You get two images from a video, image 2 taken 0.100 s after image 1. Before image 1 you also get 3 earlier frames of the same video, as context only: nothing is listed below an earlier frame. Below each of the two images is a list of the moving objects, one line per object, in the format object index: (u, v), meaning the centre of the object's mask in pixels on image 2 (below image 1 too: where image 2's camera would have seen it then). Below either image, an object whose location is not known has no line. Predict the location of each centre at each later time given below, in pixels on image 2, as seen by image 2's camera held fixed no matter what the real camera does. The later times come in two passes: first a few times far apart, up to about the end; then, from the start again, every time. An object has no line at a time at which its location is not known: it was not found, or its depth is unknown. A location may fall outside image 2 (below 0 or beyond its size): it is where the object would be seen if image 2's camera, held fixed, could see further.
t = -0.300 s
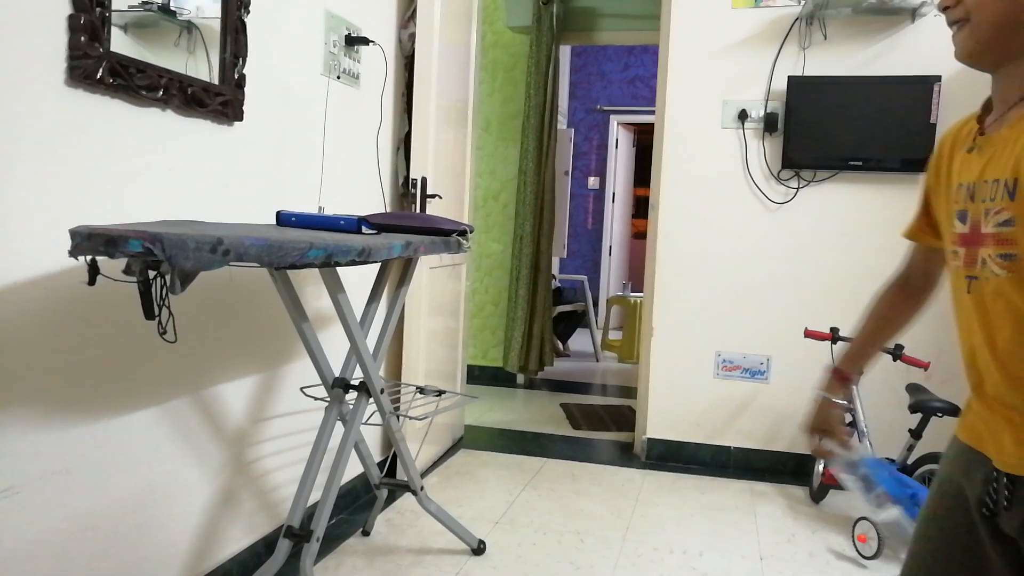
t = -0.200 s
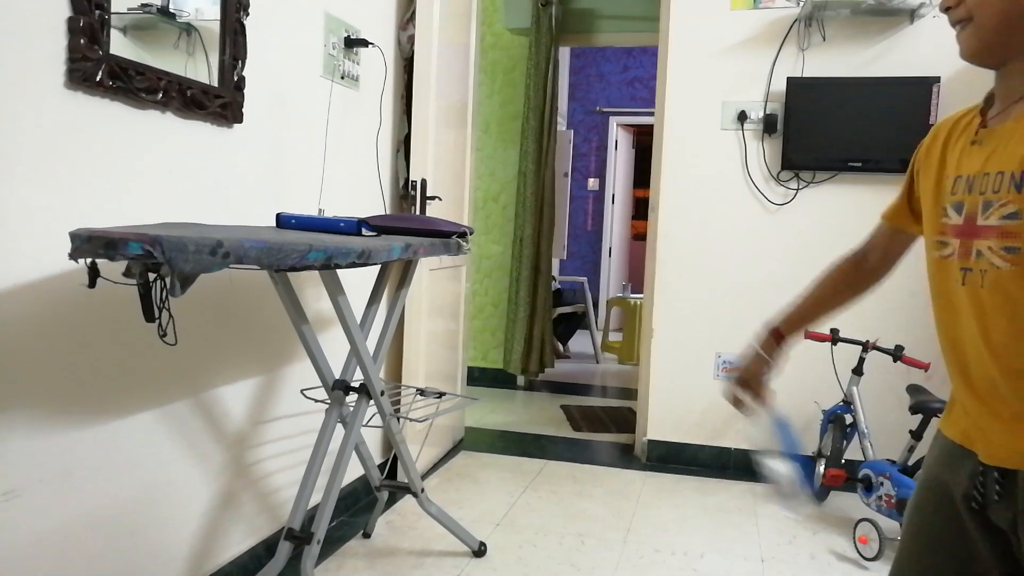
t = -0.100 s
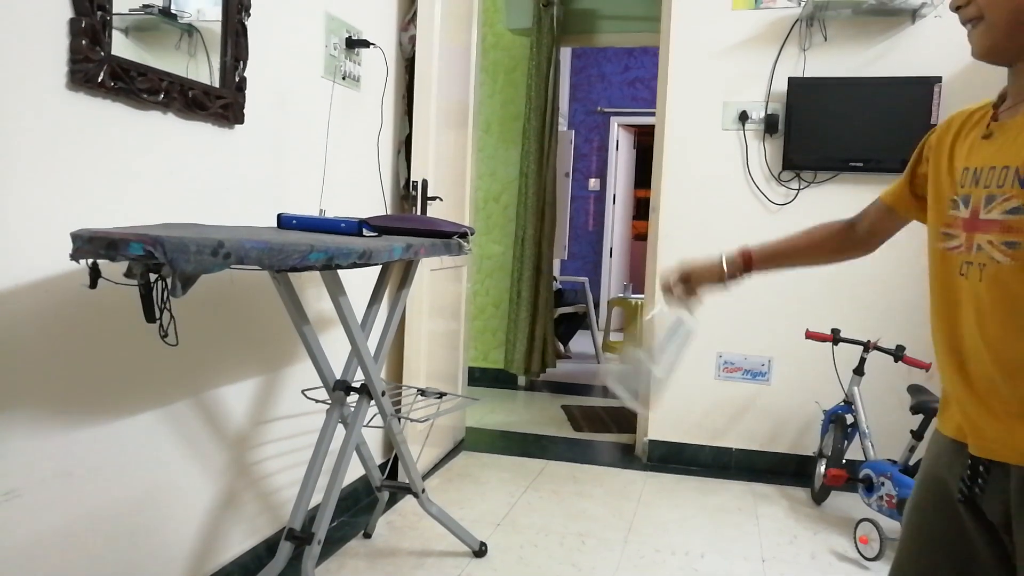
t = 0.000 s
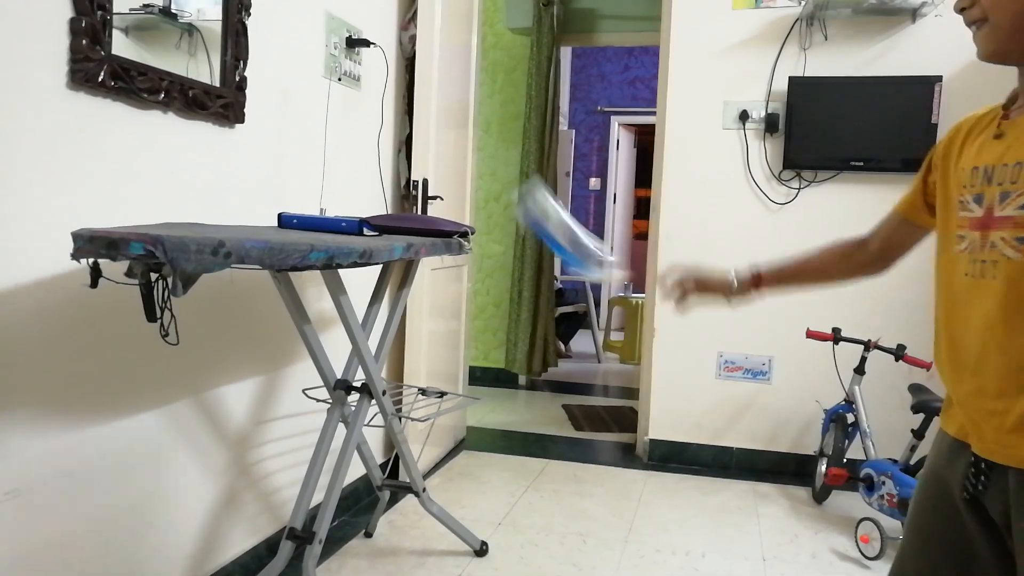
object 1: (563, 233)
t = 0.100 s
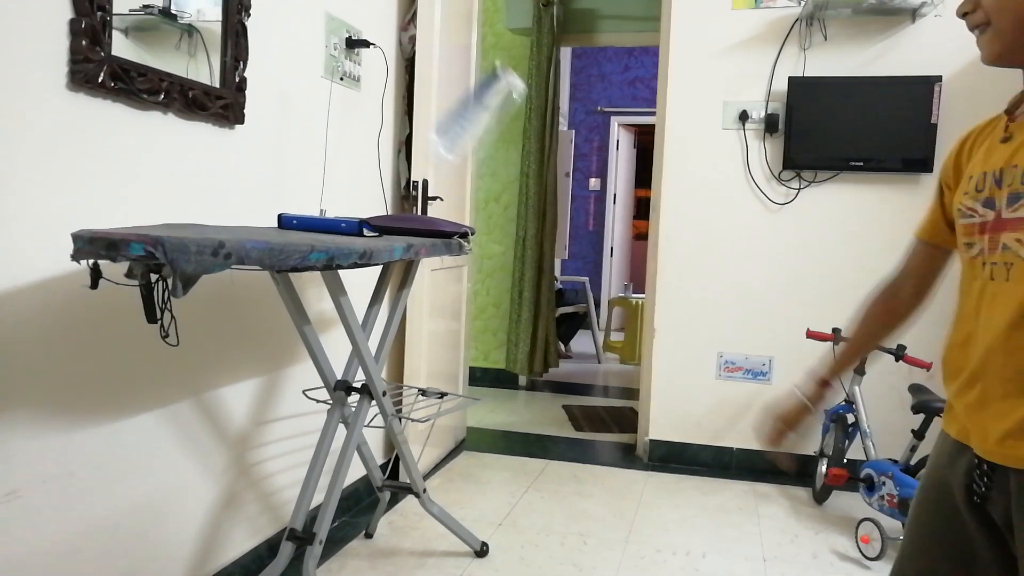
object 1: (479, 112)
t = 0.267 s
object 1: (362, 54)
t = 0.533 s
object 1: (203, 183)
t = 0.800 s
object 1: (102, 278)
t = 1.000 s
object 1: (72, 512)
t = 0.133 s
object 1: (454, 86)
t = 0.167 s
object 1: (431, 68)
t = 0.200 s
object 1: (409, 57)
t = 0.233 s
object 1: (383, 52)
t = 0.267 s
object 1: (362, 54)
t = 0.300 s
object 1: (338, 60)
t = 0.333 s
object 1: (314, 72)
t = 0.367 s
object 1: (292, 93)
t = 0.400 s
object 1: (266, 117)
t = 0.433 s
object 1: (246, 149)
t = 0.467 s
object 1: (227, 172)
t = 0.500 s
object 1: (213, 170)
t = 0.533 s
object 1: (203, 183)
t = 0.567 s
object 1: (192, 190)
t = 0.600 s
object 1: (183, 200)
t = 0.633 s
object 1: (172, 210)
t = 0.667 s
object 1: (165, 202)
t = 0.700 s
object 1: (155, 198)
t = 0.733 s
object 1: (145, 200)
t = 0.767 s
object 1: (133, 206)
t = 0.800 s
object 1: (102, 278)
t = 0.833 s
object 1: (96, 296)
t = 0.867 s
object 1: (87, 321)
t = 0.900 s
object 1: (82, 360)
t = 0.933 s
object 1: (82, 413)
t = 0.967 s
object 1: (76, 459)
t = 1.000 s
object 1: (72, 512)
